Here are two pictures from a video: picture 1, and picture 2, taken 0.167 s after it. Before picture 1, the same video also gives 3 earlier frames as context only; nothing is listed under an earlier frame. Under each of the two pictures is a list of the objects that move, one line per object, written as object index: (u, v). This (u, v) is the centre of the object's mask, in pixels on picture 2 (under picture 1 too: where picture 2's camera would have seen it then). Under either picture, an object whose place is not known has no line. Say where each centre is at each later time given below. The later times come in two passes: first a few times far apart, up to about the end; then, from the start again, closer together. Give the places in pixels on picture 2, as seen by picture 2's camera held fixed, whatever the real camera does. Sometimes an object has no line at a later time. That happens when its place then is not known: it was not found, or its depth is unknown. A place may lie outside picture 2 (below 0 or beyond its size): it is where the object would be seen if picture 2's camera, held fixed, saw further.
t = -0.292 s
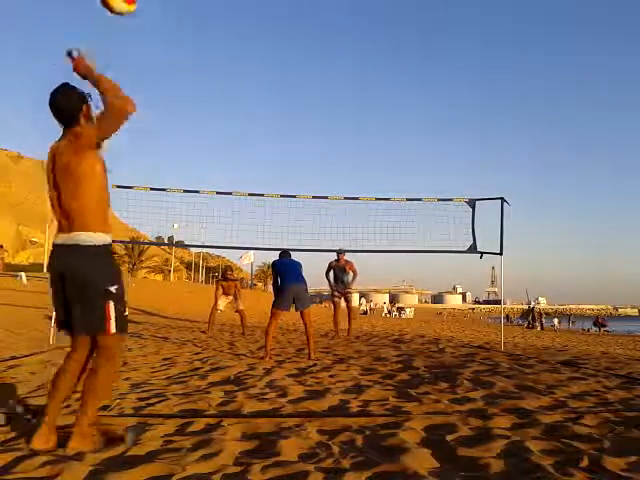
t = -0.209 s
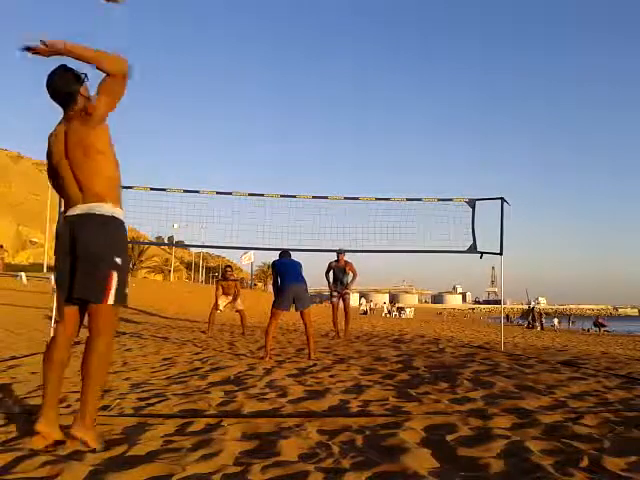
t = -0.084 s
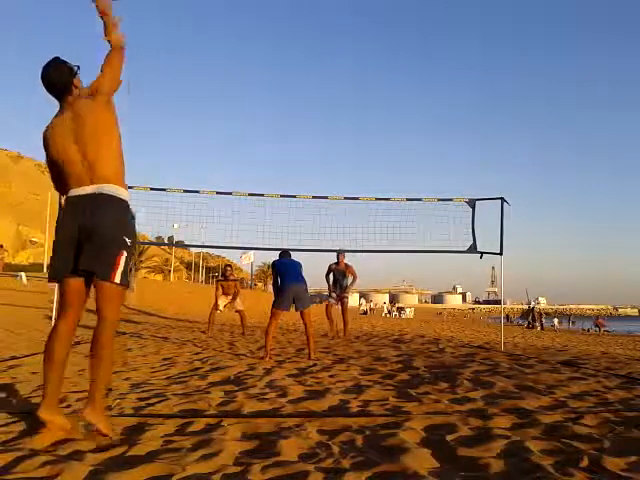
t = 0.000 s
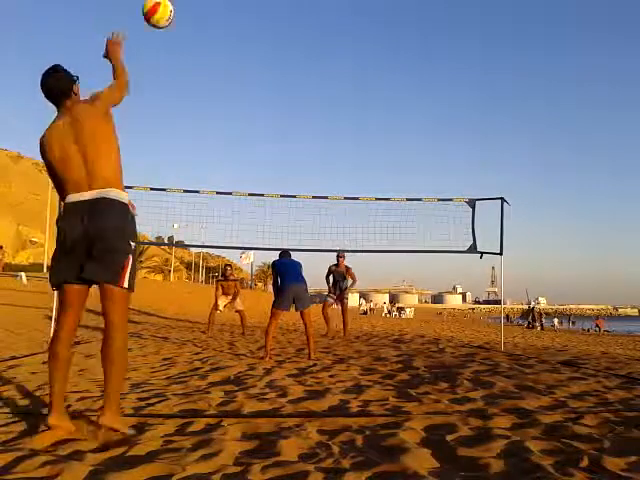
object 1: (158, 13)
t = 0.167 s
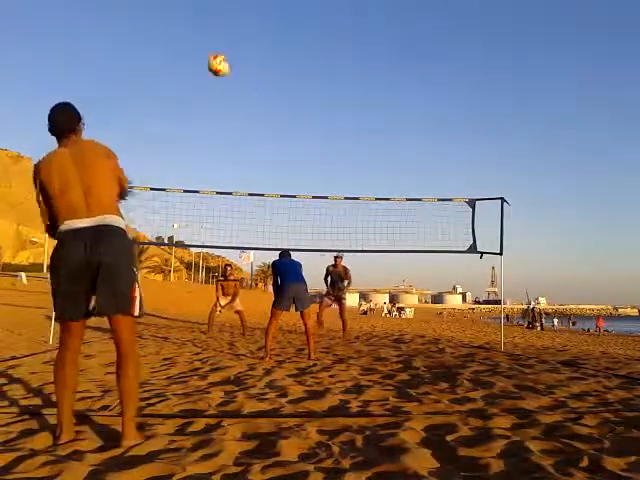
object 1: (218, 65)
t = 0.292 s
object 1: (242, 104)
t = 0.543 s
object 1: (264, 175)
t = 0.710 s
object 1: (273, 222)
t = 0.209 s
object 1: (228, 77)
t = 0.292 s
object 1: (242, 104)
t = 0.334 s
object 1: (247, 115)
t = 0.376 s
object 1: (248, 125)
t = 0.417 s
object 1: (257, 140)
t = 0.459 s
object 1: (260, 151)
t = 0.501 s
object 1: (263, 164)
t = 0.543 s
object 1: (264, 175)
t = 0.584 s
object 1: (267, 185)
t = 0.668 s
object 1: (272, 211)
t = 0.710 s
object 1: (273, 222)
